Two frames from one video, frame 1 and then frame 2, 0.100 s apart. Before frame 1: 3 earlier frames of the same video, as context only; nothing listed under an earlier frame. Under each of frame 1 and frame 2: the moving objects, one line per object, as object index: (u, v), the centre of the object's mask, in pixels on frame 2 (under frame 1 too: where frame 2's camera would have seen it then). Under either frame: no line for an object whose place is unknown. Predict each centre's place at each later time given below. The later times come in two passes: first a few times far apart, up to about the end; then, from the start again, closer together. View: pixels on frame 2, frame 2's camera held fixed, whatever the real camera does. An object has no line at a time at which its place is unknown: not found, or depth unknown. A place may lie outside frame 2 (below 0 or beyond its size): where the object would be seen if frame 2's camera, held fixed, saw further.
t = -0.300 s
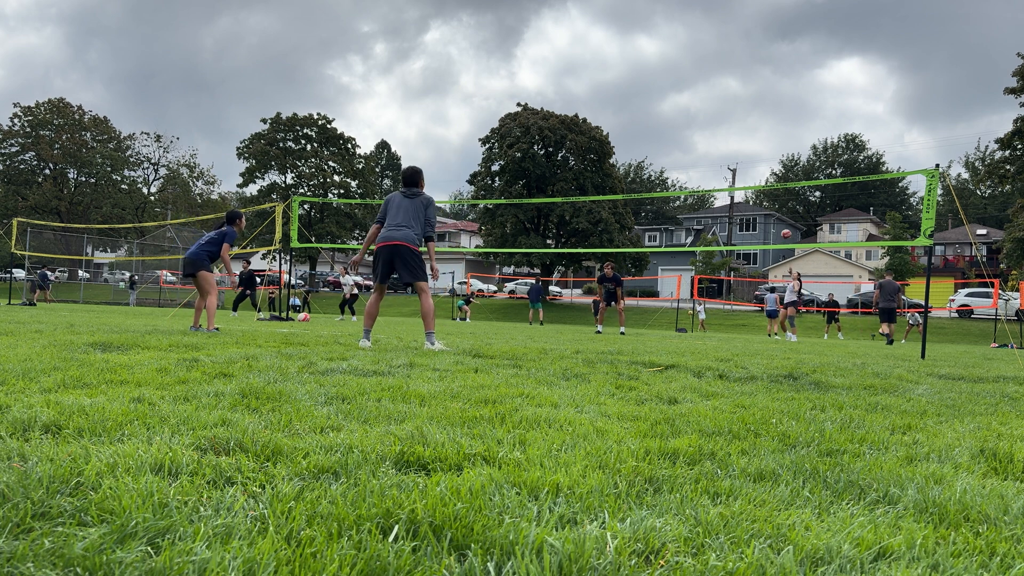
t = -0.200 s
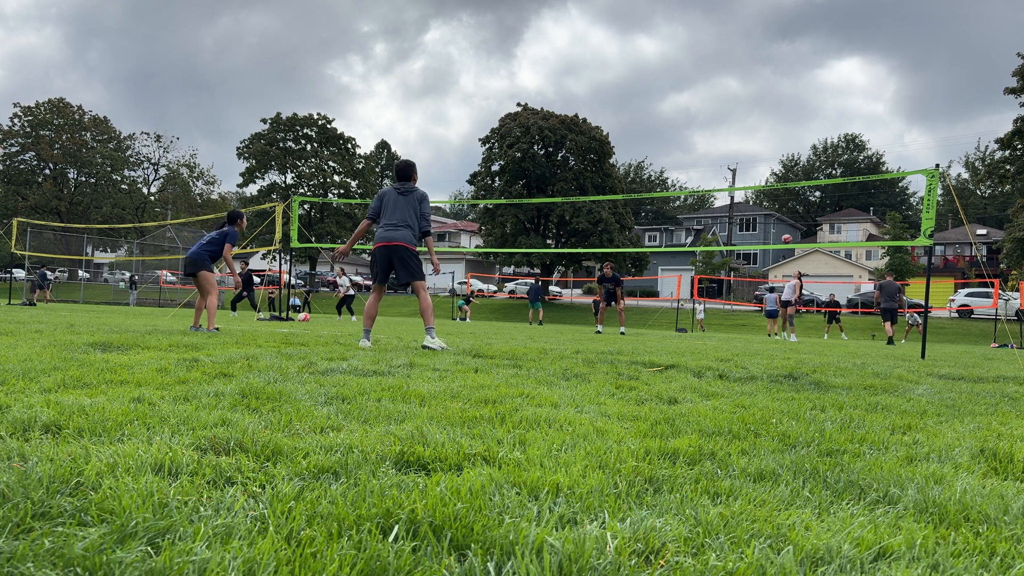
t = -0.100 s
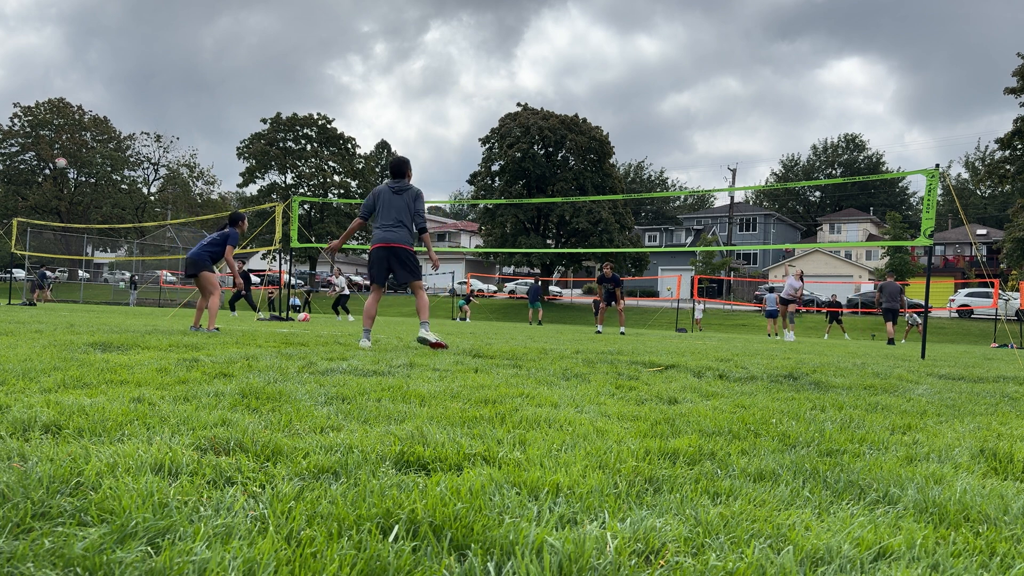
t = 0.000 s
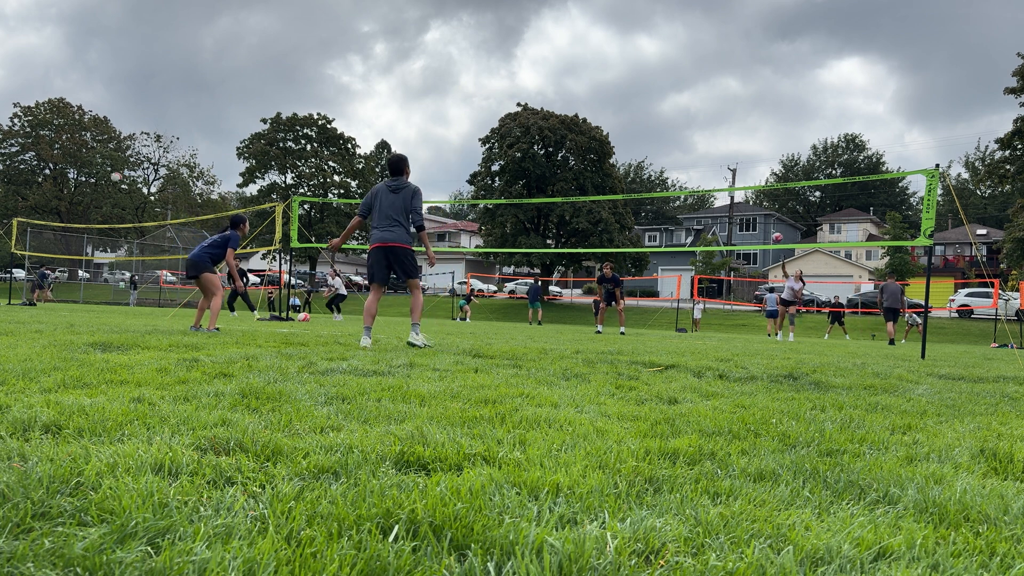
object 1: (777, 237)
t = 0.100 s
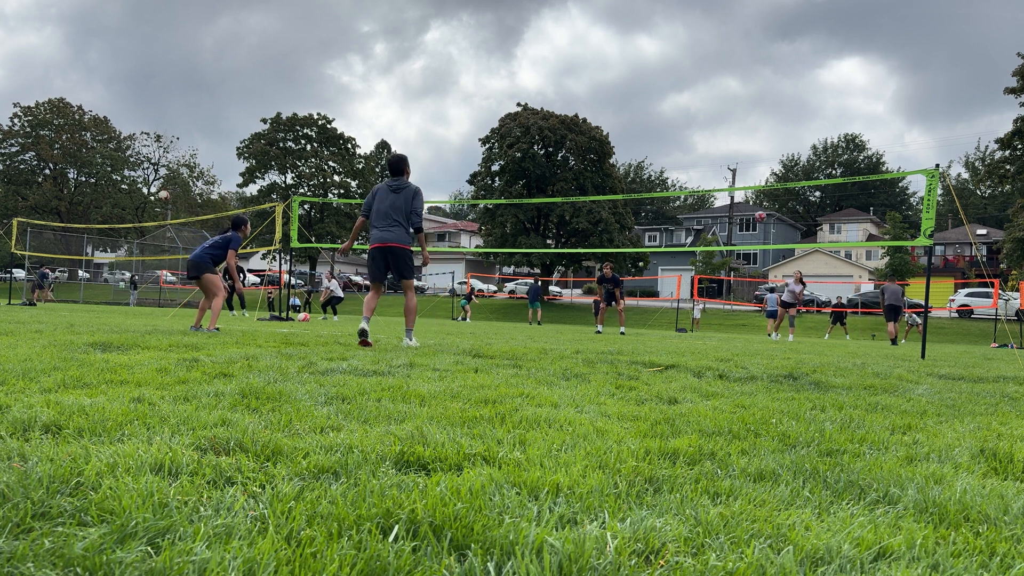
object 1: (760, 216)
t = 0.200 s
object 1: (740, 198)
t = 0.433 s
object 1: (674, 169)
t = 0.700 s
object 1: (551, 166)
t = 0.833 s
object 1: (453, 189)
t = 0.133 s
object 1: (754, 209)
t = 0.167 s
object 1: (747, 203)
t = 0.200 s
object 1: (740, 198)
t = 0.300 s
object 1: (715, 183)
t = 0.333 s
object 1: (705, 179)
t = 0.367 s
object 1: (695, 175)
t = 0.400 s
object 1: (685, 172)
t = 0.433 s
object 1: (674, 169)
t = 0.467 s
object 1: (662, 166)
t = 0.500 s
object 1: (649, 164)
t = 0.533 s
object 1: (636, 162)
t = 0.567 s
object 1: (622, 161)
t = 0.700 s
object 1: (551, 166)
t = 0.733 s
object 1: (530, 169)
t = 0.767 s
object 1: (507, 174)
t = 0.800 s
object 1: (481, 180)
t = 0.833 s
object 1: (453, 189)
